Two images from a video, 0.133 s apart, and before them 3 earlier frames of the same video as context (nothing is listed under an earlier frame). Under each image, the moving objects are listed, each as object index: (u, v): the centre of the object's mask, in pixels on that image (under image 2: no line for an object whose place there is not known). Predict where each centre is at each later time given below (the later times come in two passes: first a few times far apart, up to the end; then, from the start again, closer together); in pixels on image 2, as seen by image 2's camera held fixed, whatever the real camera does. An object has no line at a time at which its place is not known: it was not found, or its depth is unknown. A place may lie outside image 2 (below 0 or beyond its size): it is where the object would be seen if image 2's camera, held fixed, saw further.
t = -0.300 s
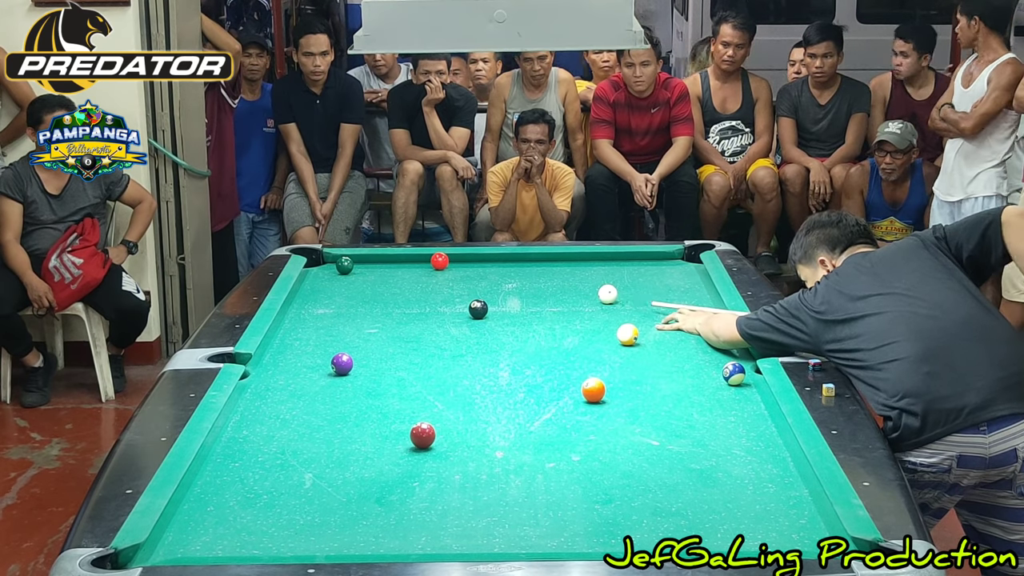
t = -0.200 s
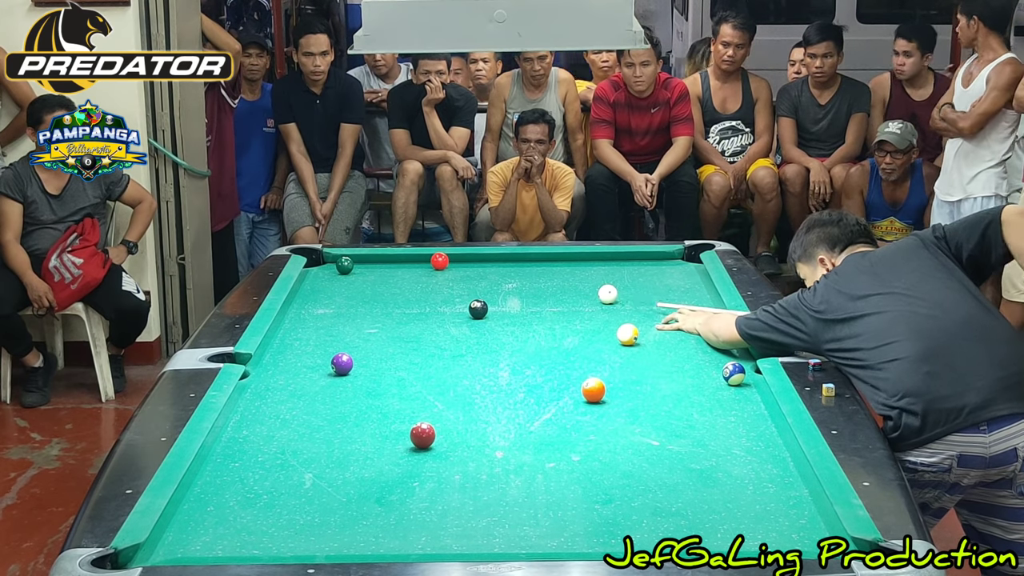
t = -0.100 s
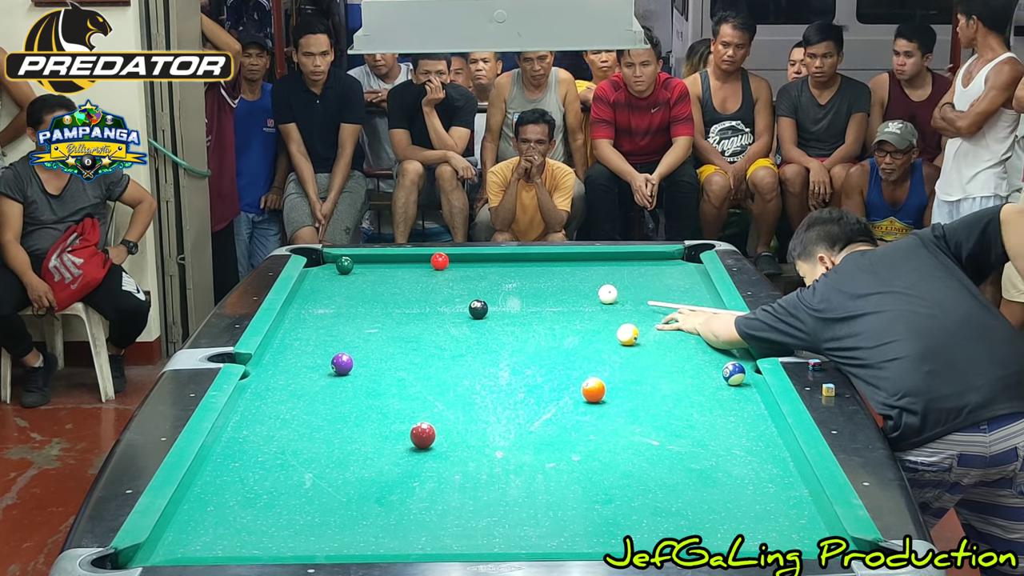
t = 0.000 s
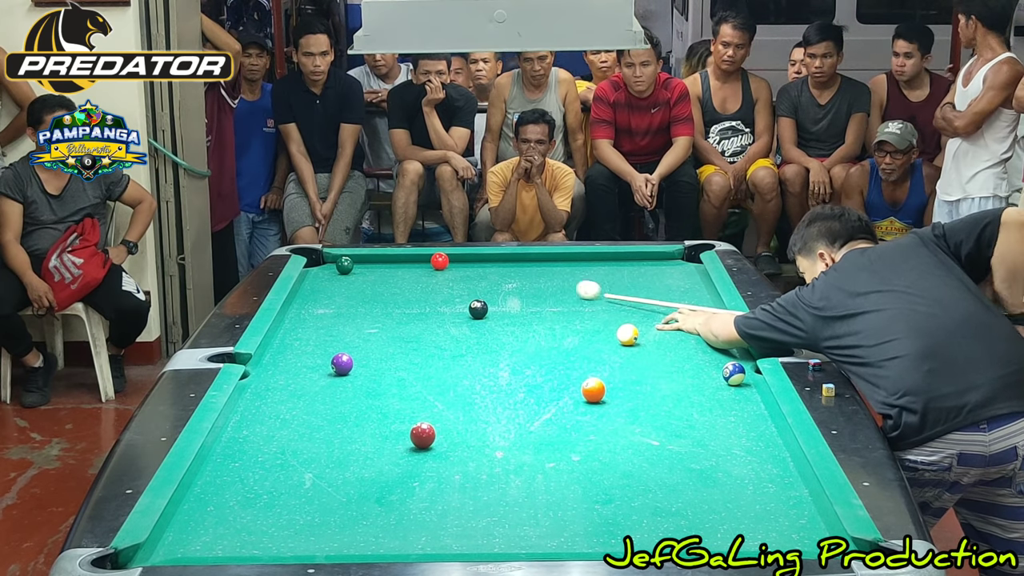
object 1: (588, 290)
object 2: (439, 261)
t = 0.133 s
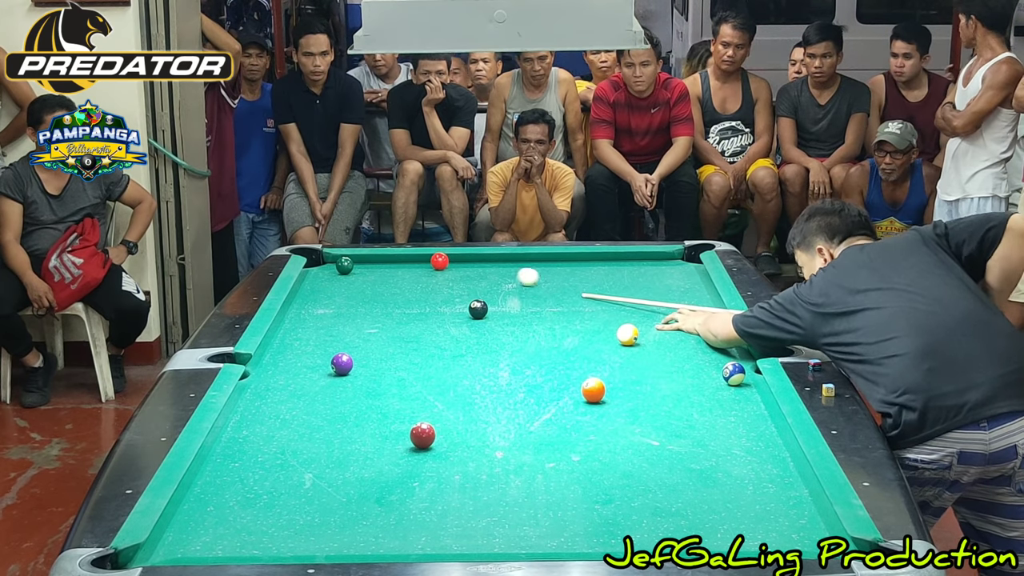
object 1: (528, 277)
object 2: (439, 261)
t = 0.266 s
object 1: (481, 266)
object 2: (439, 261)
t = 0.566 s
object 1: (462, 261)
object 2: (391, 260)
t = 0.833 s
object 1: (471, 268)
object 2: (340, 256)
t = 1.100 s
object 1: (479, 274)
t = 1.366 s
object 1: (488, 281)
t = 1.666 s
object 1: (496, 287)
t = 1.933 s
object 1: (503, 293)
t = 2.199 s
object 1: (510, 299)
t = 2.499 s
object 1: (517, 305)
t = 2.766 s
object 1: (523, 310)
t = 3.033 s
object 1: (528, 315)
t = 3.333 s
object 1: (534, 320)
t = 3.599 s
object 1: (537, 323)
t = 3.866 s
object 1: (540, 326)
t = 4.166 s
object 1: (543, 329)
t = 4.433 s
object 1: (544, 331)
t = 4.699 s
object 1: (546, 332)
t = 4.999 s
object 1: (546, 333)
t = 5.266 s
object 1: (547, 333)
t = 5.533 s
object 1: (547, 333)
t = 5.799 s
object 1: (547, 333)
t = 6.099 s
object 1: (546, 333)
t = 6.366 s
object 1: (547, 333)
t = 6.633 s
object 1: (546, 333)
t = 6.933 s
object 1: (546, 333)
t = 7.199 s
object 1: (546, 333)
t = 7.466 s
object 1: (547, 333)
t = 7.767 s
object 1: (547, 333)
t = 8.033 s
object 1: (547, 333)
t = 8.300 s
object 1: (546, 333)
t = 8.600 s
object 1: (547, 333)
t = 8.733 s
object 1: (546, 333)
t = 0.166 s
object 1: (515, 274)
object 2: (439, 261)
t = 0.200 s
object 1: (503, 271)
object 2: (439, 261)
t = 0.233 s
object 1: (492, 268)
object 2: (439, 261)
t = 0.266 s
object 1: (481, 266)
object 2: (439, 261)
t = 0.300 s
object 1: (471, 264)
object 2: (439, 261)
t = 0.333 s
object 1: (462, 262)
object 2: (439, 261)
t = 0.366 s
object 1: (457, 260)
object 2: (436, 260)
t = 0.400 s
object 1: (458, 259)
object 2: (427, 260)
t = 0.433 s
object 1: (457, 257)
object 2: (418, 260)
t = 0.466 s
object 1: (459, 258)
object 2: (411, 260)
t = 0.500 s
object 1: (460, 259)
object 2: (404, 260)
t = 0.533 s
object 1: (461, 260)
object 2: (398, 260)
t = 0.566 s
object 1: (462, 261)
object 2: (391, 260)
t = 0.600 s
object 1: (463, 261)
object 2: (385, 260)
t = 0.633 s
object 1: (464, 262)
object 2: (379, 260)
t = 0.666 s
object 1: (465, 263)
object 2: (373, 260)
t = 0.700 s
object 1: (467, 264)
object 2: (366, 260)
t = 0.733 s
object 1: (468, 265)
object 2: (360, 260)
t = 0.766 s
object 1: (469, 266)
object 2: (356, 258)
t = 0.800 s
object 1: (470, 267)
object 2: (349, 256)
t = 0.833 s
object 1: (471, 268)
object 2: (340, 256)
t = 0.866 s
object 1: (472, 268)
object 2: (334, 258)
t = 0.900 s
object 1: (473, 269)
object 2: (329, 259)
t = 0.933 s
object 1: (474, 270)
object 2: (323, 259)
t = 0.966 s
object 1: (475, 271)
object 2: (317, 259)
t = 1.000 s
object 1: (476, 272)
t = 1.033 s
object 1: (477, 273)
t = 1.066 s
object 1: (478, 273)
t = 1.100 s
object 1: (479, 274)
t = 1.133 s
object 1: (481, 275)
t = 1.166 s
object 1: (482, 276)
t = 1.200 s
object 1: (483, 277)
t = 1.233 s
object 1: (484, 278)
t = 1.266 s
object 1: (485, 279)
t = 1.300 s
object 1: (486, 279)
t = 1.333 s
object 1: (487, 280)
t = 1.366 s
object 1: (488, 281)
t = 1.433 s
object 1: (489, 282)
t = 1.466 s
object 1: (490, 282)
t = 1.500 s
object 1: (491, 283)
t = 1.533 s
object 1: (492, 284)
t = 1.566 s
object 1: (493, 285)
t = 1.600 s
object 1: (494, 286)
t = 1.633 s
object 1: (495, 286)
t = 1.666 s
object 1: (496, 287)
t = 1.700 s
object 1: (497, 288)
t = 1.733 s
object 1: (498, 289)
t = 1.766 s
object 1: (499, 290)
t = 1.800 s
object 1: (500, 290)
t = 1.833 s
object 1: (501, 291)
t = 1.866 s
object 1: (502, 292)
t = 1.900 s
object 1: (502, 293)
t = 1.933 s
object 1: (503, 293)
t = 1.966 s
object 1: (504, 294)
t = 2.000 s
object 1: (505, 295)
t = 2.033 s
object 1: (506, 296)
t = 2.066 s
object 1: (507, 296)
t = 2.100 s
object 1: (508, 297)
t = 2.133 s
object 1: (509, 298)
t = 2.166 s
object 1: (509, 299)
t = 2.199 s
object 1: (510, 299)
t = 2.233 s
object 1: (511, 300)
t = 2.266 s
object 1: (512, 301)
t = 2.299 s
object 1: (513, 301)
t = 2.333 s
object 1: (514, 302)
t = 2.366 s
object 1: (514, 303)
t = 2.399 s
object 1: (515, 303)
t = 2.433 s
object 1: (516, 304)
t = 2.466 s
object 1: (517, 305)
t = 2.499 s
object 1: (517, 305)
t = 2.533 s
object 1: (518, 306)
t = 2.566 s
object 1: (519, 307)
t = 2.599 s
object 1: (519, 307)
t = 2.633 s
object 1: (520, 308)
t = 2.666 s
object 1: (521, 309)
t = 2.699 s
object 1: (521, 309)
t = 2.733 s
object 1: (522, 310)
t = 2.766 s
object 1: (523, 310)
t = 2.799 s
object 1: (524, 311)
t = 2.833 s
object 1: (524, 311)
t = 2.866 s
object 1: (525, 312)
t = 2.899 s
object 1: (526, 313)
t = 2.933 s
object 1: (526, 313)
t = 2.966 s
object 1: (527, 314)
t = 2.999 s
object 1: (528, 314)
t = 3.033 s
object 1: (528, 315)
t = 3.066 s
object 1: (529, 315)
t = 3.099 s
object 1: (529, 316)
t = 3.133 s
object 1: (530, 316)
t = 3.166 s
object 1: (530, 317)
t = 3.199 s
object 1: (531, 317)
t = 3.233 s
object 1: (532, 318)
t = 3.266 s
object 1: (533, 319)
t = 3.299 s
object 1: (533, 320)
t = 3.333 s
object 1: (534, 320)
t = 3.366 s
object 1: (534, 320)
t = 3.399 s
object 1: (535, 321)
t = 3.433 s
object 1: (535, 321)
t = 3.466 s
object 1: (535, 322)
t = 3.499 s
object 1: (536, 322)
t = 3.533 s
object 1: (536, 322)
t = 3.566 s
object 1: (537, 323)
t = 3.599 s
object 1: (537, 323)
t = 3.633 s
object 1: (538, 324)
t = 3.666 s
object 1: (538, 324)
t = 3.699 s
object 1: (538, 324)
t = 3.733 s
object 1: (539, 325)
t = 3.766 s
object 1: (539, 325)
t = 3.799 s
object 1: (539, 326)
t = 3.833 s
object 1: (540, 326)
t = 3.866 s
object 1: (540, 326)
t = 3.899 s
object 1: (541, 327)
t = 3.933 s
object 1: (541, 327)
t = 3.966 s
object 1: (541, 327)
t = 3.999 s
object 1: (541, 328)
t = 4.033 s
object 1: (542, 328)
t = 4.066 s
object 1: (542, 328)
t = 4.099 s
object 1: (542, 328)
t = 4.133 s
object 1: (543, 329)
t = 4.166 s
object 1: (543, 329)
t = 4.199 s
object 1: (543, 329)
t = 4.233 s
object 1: (543, 330)
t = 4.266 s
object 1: (543, 330)
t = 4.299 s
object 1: (544, 330)
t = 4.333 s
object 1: (544, 330)
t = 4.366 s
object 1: (544, 330)
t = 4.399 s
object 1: (544, 331)
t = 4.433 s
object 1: (544, 331)
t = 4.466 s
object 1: (545, 331)
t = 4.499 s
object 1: (545, 331)
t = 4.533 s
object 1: (545, 331)
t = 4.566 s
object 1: (545, 332)
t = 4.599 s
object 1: (545, 332)
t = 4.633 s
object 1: (545, 332)
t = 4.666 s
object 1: (546, 332)
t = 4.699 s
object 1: (546, 332)
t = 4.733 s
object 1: (546, 332)
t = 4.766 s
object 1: (546, 332)
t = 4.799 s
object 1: (546, 332)
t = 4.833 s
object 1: (546, 333)
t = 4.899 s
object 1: (546, 333)
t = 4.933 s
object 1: (546, 333)
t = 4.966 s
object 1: (546, 333)
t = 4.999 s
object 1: (546, 333)
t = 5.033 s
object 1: (546, 333)
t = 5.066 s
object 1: (546, 333)
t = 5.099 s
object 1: (546, 333)
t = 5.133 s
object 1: (546, 333)
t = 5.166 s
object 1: (547, 333)
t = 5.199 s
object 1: (547, 333)
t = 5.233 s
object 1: (547, 333)
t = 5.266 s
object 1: (547, 333)
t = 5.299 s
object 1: (547, 333)
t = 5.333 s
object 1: (547, 333)
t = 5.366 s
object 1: (547, 333)
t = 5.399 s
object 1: (547, 333)
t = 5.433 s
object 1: (547, 333)
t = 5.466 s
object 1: (547, 333)
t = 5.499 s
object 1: (547, 333)
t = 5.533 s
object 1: (547, 333)
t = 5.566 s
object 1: (547, 333)
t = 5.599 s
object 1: (547, 333)
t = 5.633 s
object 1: (547, 333)
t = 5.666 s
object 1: (547, 333)
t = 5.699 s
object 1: (547, 333)
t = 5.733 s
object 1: (547, 333)
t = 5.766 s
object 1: (547, 333)
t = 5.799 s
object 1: (547, 333)
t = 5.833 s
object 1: (547, 333)
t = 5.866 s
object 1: (547, 333)
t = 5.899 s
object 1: (547, 333)
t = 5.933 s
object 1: (547, 333)
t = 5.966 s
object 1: (547, 333)
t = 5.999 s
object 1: (547, 333)
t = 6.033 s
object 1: (546, 333)
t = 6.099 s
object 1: (546, 333)
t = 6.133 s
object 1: (546, 333)
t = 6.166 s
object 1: (547, 333)
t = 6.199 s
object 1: (547, 333)
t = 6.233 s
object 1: (547, 333)
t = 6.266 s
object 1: (547, 333)
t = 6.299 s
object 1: (547, 333)
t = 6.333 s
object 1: (547, 333)
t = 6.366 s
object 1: (547, 333)
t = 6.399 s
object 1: (547, 333)
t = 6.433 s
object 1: (547, 333)
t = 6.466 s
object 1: (547, 333)
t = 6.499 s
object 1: (547, 333)
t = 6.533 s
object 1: (547, 333)
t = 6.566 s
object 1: (546, 333)
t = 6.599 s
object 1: (546, 333)
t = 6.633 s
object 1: (546, 333)
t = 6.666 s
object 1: (546, 333)
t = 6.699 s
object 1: (546, 333)
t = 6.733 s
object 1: (546, 333)
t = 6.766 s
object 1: (546, 333)
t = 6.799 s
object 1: (546, 333)
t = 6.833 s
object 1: (546, 333)
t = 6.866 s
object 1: (546, 333)
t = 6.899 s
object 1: (546, 333)
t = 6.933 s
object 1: (546, 333)
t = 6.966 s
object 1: (546, 333)
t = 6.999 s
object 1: (546, 333)
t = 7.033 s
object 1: (547, 333)
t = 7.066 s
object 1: (547, 333)
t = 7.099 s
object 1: (546, 333)
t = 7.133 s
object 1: (546, 333)
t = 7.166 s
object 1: (546, 333)
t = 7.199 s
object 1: (546, 333)
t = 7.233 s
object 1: (546, 333)
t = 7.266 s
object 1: (546, 333)
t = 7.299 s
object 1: (546, 333)
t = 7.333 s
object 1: (546, 333)
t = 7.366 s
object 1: (547, 333)
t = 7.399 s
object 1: (546, 333)
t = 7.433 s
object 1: (547, 333)
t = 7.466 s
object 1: (547, 333)
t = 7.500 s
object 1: (547, 333)
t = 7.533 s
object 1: (547, 333)
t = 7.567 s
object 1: (546, 333)
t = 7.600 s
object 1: (546, 333)
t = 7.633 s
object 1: (547, 333)
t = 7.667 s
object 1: (546, 333)
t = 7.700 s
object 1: (547, 333)
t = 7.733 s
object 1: (547, 333)
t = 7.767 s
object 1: (547, 333)
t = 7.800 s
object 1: (547, 333)
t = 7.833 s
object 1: (547, 333)
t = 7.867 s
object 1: (547, 333)
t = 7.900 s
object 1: (547, 333)
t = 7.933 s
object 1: (547, 333)
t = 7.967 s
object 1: (546, 333)
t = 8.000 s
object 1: (547, 333)
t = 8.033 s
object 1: (547, 333)
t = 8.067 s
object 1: (546, 333)
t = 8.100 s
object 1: (547, 333)
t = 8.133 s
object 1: (546, 333)
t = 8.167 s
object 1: (546, 333)
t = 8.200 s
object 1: (547, 333)
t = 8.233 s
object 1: (547, 333)
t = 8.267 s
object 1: (547, 333)
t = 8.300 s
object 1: (546, 333)
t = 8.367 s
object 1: (546, 333)
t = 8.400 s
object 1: (547, 333)
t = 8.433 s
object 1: (546, 333)
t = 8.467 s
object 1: (547, 333)
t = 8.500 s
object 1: (546, 333)
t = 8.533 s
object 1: (547, 333)
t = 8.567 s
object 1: (547, 333)
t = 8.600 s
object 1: (547, 333)
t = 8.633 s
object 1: (547, 333)
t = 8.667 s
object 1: (547, 333)
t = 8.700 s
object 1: (546, 333)
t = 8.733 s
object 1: (546, 333)
